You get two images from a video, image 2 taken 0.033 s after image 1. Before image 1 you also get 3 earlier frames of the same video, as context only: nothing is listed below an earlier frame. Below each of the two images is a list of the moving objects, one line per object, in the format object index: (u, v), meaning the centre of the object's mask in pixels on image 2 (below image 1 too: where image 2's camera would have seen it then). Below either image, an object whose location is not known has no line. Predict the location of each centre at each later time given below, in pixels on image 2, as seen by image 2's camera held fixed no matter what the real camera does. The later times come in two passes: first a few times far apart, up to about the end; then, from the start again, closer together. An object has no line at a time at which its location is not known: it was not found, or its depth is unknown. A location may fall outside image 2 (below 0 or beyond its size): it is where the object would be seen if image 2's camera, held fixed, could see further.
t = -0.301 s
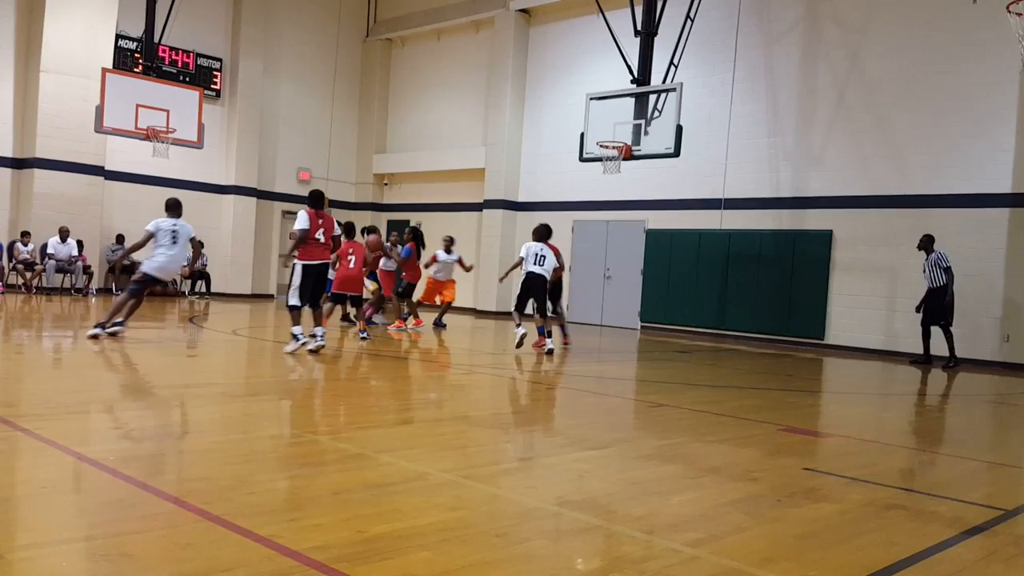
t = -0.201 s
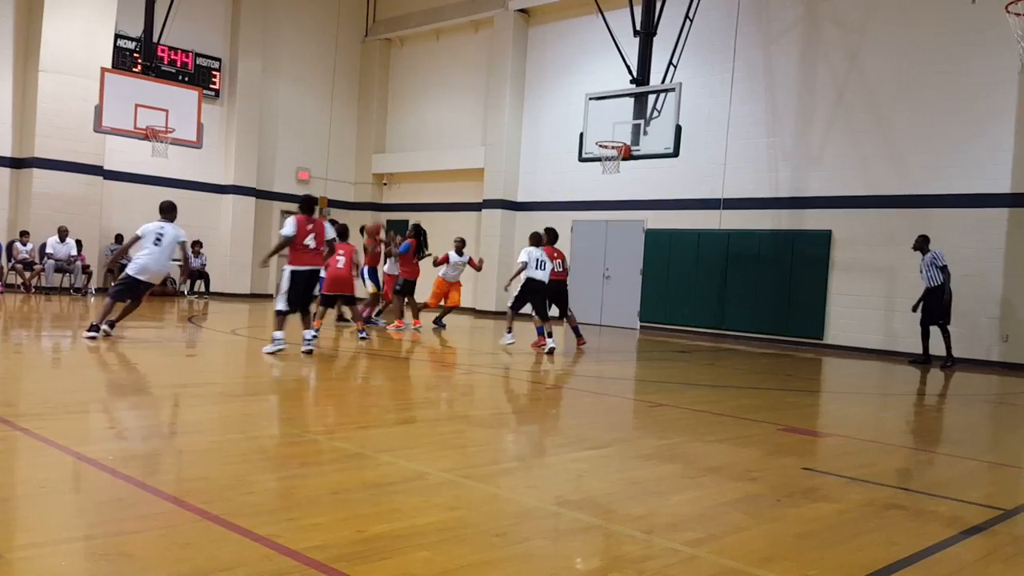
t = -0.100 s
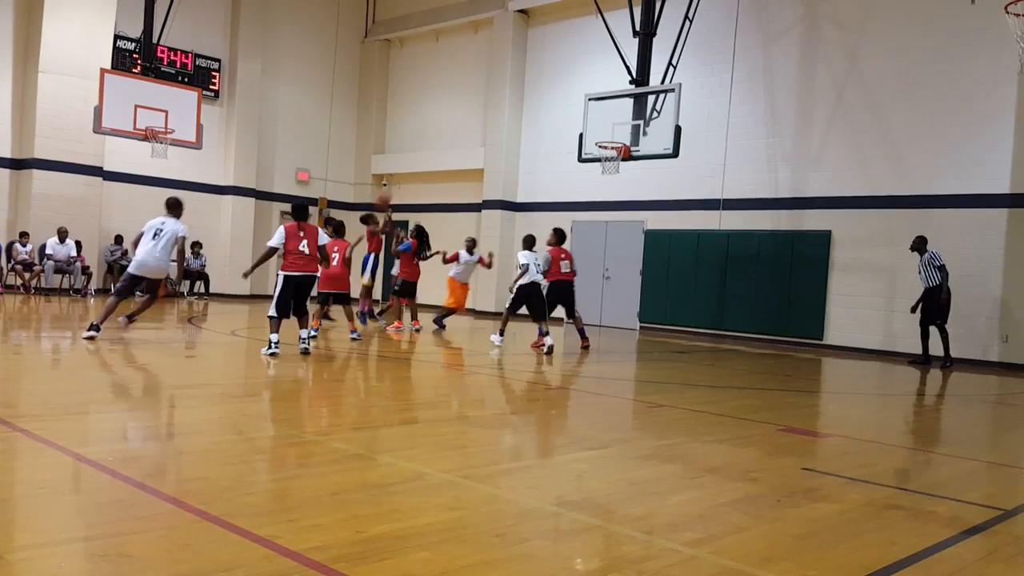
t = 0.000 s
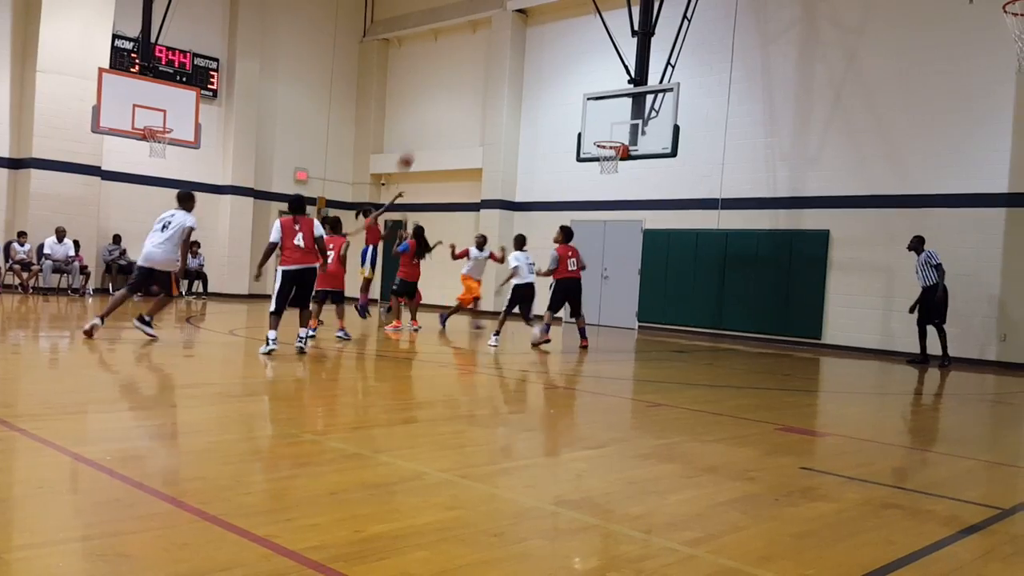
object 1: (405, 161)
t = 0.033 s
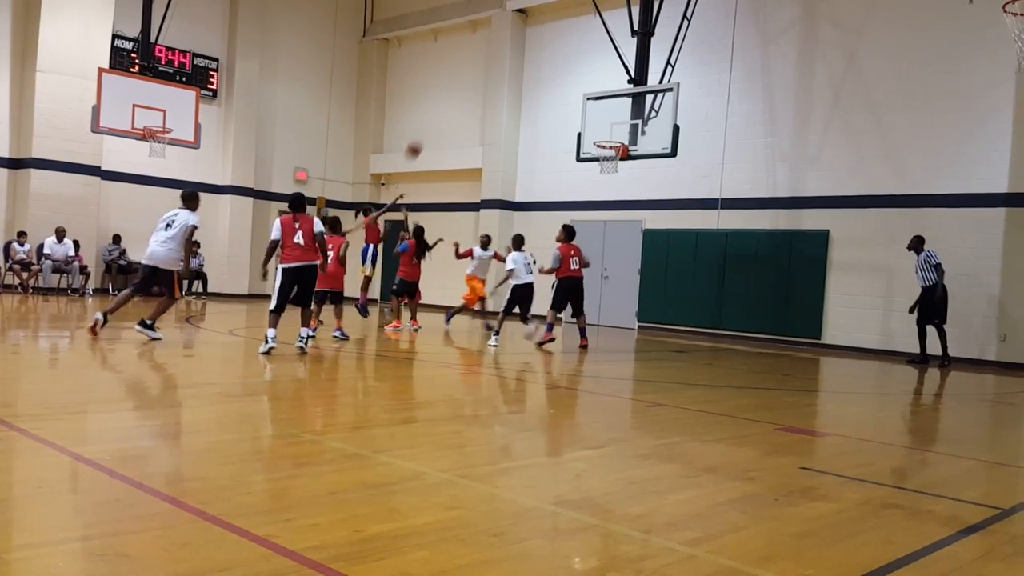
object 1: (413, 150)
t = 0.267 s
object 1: (469, 92)
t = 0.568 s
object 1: (533, 71)
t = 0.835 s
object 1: (584, 100)
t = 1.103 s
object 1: (604, 123)
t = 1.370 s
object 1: (589, 99)
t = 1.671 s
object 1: (569, 124)
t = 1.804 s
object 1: (559, 154)
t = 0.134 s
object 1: (438, 121)
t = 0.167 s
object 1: (445, 113)
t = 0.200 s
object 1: (453, 105)
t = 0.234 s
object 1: (461, 98)
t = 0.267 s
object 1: (469, 92)
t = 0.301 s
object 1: (477, 88)
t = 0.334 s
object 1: (484, 83)
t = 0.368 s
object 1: (492, 79)
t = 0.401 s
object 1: (499, 76)
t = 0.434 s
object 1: (506, 73)
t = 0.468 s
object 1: (513, 72)
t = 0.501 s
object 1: (520, 71)
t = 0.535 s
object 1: (527, 71)
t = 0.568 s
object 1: (533, 71)
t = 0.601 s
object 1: (540, 72)
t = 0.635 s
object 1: (547, 74)
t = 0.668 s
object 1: (553, 77)
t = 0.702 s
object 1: (559, 80)
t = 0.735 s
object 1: (566, 84)
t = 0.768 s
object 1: (571, 89)
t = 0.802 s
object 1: (577, 94)
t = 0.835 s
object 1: (584, 100)
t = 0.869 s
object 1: (589, 107)
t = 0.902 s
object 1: (595, 115)
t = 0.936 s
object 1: (601, 123)
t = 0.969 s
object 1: (607, 132)
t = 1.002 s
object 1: (609, 139)
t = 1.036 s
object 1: (607, 135)
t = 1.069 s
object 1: (605, 129)
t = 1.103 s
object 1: (604, 123)
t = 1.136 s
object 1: (602, 117)
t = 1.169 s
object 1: (600, 113)
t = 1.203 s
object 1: (599, 109)
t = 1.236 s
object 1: (597, 105)
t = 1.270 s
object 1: (595, 103)
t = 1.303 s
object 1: (593, 101)
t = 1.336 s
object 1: (590, 99)
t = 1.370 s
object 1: (589, 99)
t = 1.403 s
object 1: (587, 99)
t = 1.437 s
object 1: (585, 100)
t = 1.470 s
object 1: (583, 101)
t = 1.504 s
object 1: (580, 103)
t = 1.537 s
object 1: (578, 106)
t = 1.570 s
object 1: (576, 110)
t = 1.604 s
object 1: (573, 114)
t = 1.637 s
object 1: (571, 119)
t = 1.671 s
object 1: (569, 124)
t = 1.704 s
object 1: (566, 131)
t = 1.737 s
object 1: (564, 138)
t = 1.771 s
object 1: (561, 145)
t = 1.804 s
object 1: (559, 154)
